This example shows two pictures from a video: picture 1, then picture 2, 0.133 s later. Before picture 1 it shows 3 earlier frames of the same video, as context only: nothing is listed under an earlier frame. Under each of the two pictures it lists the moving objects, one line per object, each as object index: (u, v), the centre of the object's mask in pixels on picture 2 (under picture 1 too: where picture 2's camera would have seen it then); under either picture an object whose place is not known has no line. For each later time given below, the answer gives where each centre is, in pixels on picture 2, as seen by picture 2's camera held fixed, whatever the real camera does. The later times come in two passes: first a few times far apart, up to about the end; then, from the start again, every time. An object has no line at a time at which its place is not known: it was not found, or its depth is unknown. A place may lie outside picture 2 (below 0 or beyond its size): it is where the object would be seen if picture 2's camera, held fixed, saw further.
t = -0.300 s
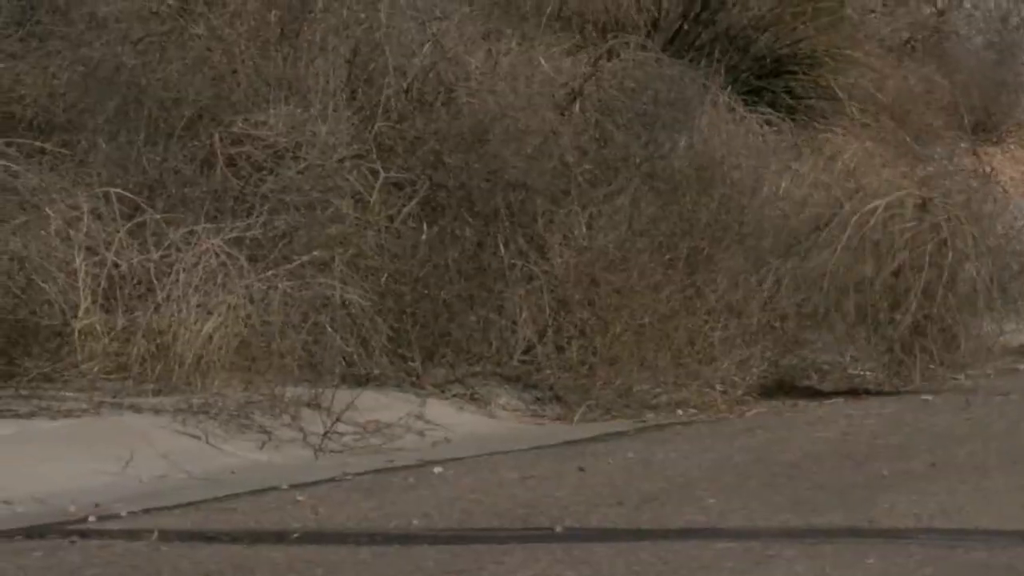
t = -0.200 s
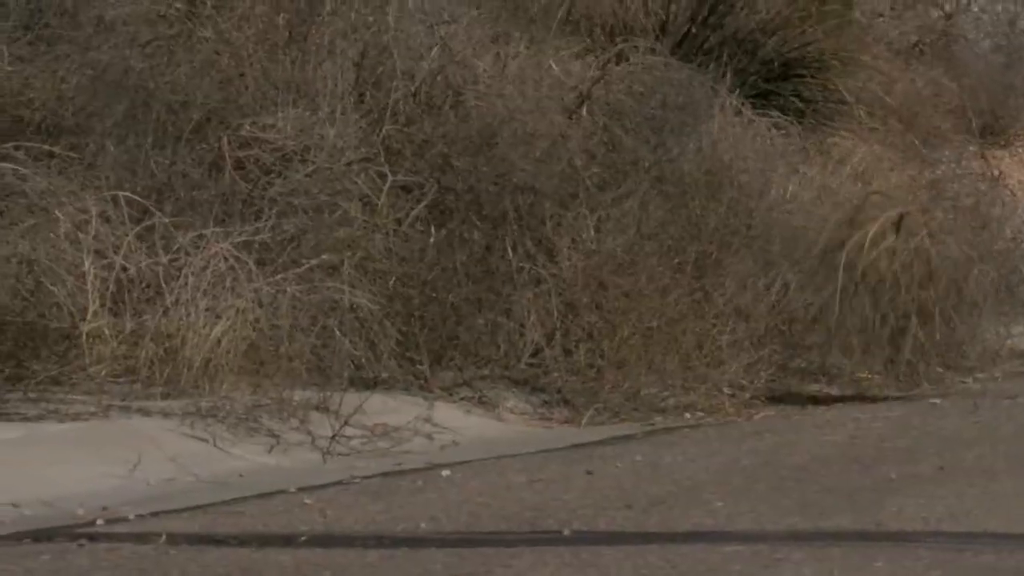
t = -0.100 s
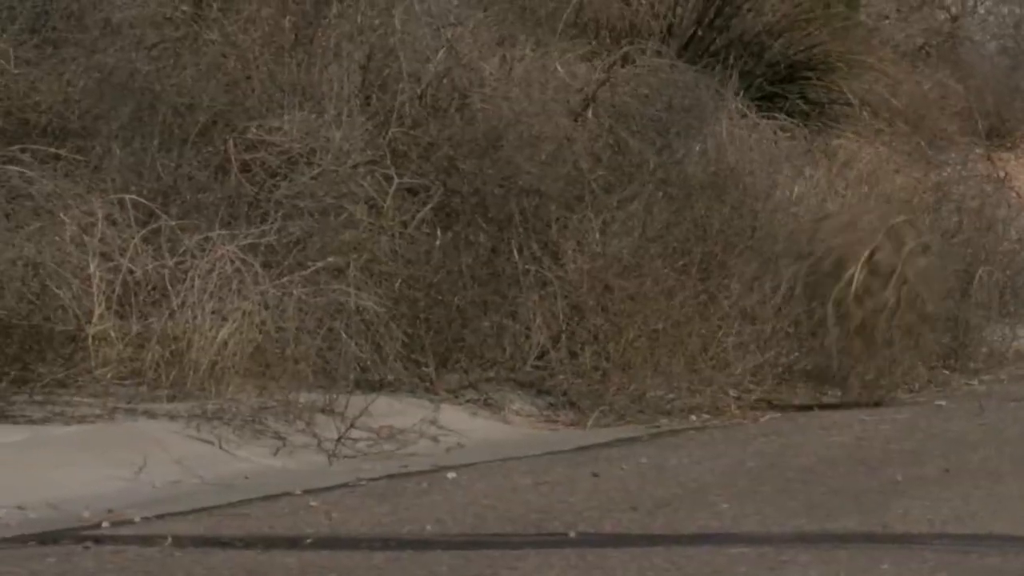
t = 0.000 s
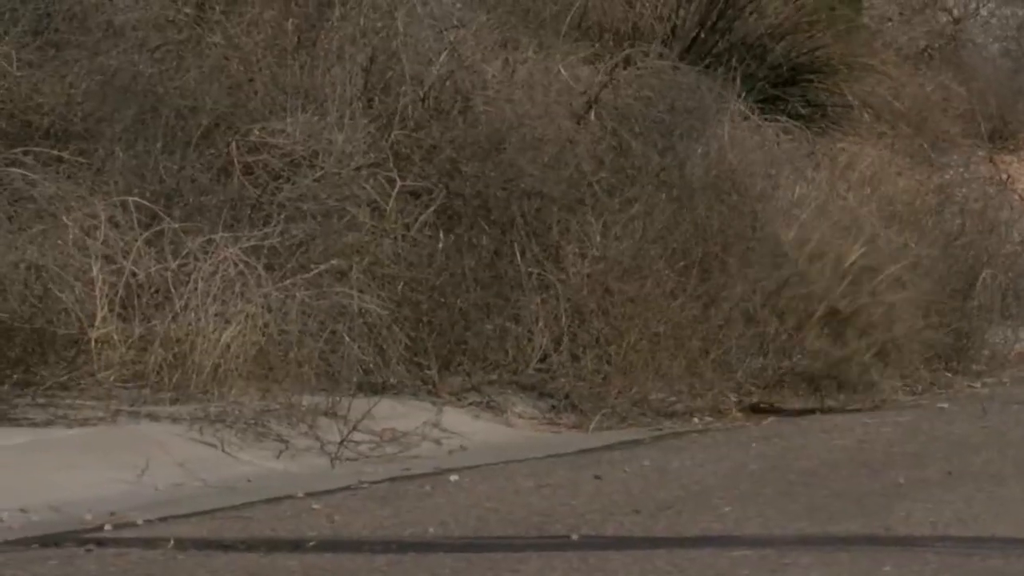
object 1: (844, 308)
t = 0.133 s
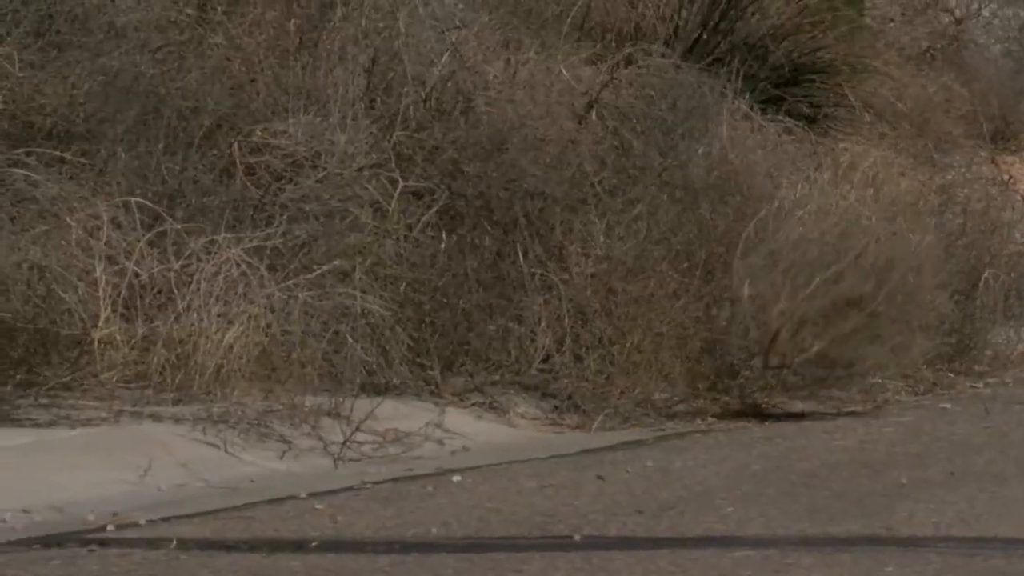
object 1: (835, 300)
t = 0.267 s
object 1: (809, 320)
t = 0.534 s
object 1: (659, 336)
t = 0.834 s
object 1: (442, 336)
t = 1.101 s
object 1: (371, 313)
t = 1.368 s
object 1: (343, 348)
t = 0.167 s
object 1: (831, 310)
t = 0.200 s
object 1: (820, 321)
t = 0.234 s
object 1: (814, 321)
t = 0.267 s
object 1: (809, 320)
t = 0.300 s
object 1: (797, 319)
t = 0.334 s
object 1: (779, 321)
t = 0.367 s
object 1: (753, 332)
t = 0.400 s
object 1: (726, 337)
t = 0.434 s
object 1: (713, 344)
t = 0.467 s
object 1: (699, 339)
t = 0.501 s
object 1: (680, 342)
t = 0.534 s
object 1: (659, 336)
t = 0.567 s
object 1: (647, 328)
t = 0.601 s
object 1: (635, 329)
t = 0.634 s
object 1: (607, 329)
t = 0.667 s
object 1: (575, 332)
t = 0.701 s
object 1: (542, 342)
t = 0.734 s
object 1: (509, 344)
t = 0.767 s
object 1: (480, 346)
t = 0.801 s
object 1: (460, 346)
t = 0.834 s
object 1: (442, 336)
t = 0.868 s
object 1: (443, 330)
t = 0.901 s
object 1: (443, 319)
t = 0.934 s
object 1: (395, 319)
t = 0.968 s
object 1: (386, 312)
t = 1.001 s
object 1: (382, 315)
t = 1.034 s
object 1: (362, 314)
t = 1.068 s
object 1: (370, 314)
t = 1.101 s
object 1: (371, 313)
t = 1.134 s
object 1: (367, 314)
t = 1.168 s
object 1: (370, 315)
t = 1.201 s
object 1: (377, 320)
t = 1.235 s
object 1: (362, 335)
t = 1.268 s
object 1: (358, 340)
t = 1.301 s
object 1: (339, 344)
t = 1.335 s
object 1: (350, 348)
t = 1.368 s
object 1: (343, 348)
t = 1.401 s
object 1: (341, 347)
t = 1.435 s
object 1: (336, 343)
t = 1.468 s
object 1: (325, 339)
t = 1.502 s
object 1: (317, 340)
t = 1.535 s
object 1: (314, 342)
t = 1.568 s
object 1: (318, 346)
